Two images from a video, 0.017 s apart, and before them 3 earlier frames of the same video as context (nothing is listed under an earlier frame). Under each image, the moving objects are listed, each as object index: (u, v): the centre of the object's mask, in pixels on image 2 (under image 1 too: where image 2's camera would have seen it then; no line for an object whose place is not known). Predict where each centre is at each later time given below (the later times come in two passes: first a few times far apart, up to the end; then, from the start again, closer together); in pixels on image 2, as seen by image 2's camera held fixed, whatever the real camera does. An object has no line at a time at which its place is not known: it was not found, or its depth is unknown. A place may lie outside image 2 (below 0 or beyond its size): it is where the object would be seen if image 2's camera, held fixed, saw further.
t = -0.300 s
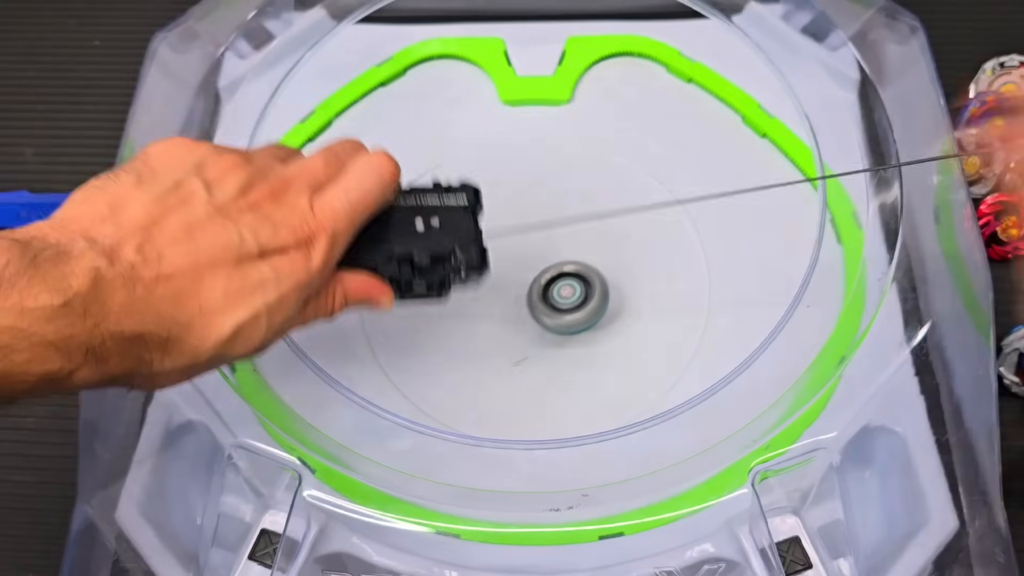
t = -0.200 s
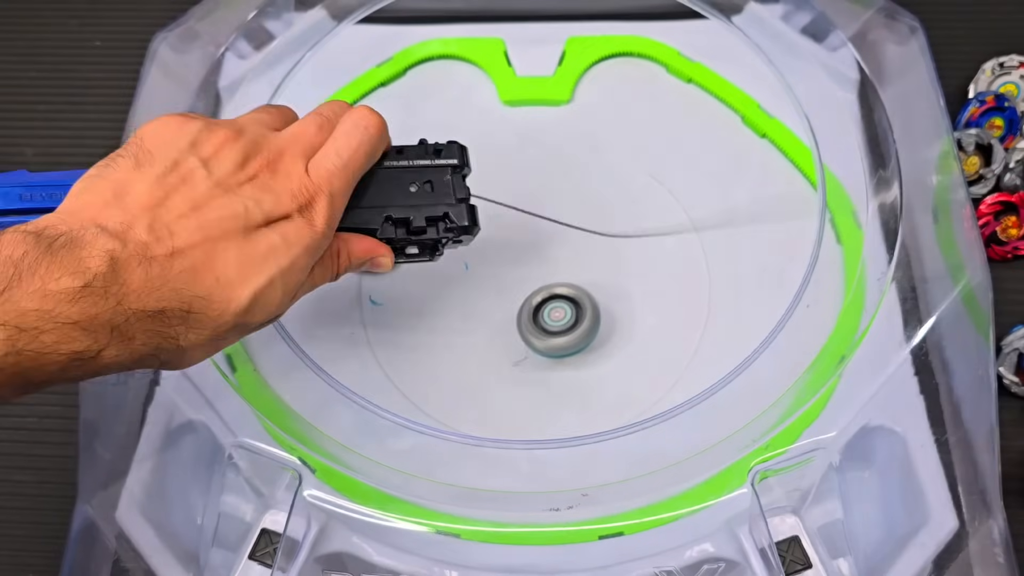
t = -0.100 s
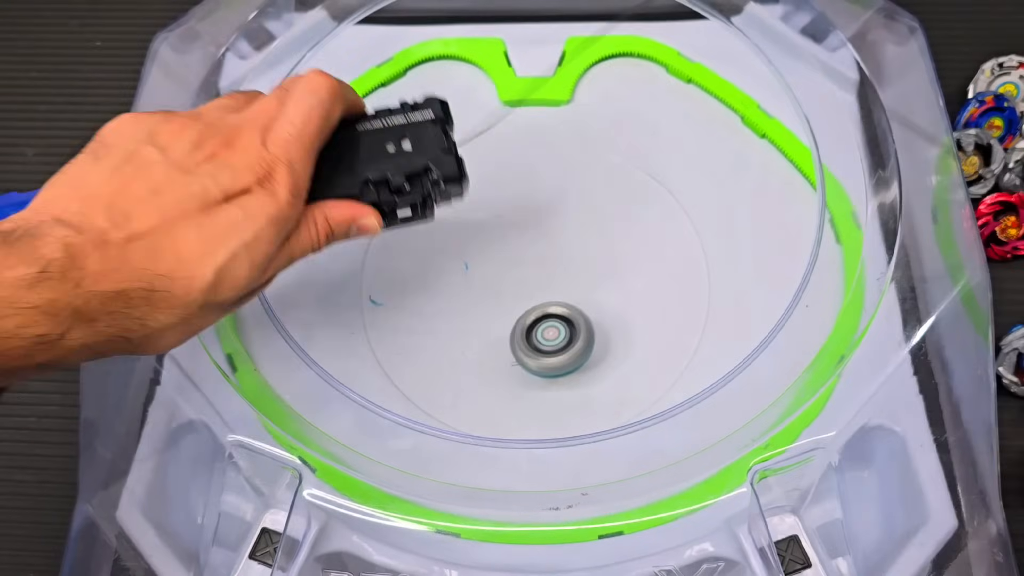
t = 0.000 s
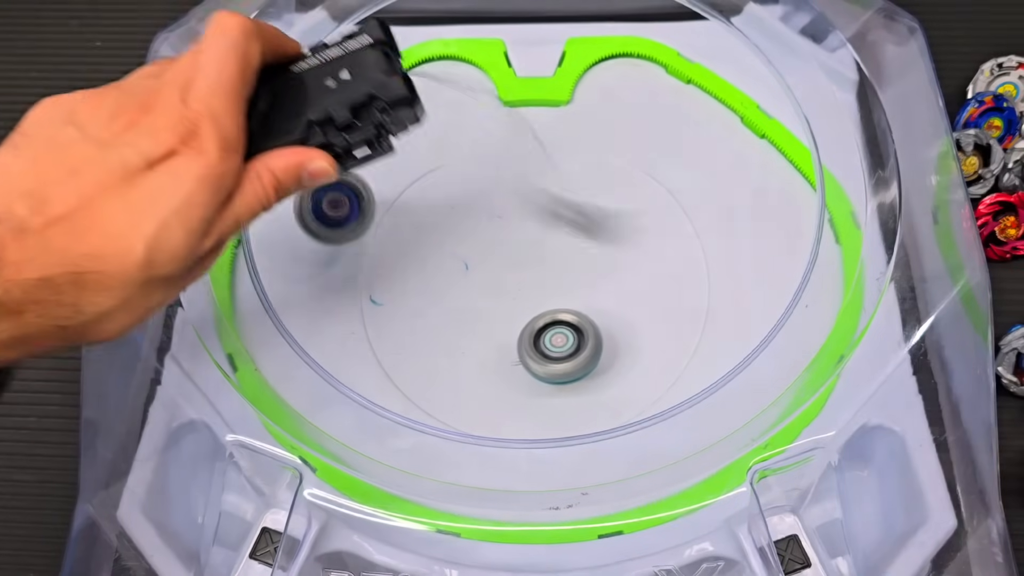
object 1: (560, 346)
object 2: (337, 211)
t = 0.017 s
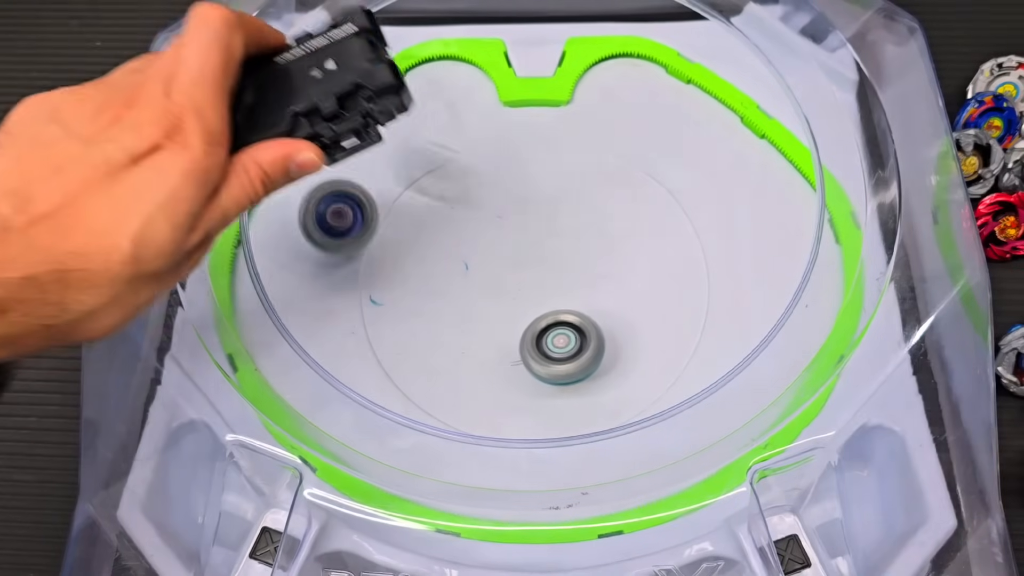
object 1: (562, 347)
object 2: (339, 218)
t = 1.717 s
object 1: (477, 233)
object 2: (603, 299)
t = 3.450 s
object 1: (607, 269)
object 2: (420, 247)
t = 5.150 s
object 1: (467, 348)
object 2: (482, 151)
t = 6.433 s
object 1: (531, 226)
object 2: (578, 377)
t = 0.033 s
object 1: (564, 348)
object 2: (337, 214)
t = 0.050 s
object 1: (566, 349)
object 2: (334, 205)
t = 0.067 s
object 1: (567, 351)
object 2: (332, 198)
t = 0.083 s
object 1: (568, 352)
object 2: (332, 194)
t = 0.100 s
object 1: (568, 353)
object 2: (332, 192)
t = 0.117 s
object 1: (569, 353)
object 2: (333, 193)
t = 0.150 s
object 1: (570, 353)
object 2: (339, 202)
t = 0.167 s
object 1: (570, 353)
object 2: (342, 205)
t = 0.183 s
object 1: (569, 353)
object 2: (344, 196)
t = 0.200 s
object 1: (568, 352)
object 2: (346, 190)
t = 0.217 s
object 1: (567, 351)
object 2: (350, 186)
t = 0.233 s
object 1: (565, 350)
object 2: (355, 185)
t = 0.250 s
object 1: (563, 349)
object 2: (360, 186)
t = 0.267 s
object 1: (561, 347)
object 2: (367, 191)
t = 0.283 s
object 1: (559, 346)
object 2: (371, 189)
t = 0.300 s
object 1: (556, 343)
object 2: (375, 183)
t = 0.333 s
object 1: (551, 339)
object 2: (385, 179)
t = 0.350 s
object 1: (549, 337)
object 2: (391, 181)
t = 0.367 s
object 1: (546, 336)
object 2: (400, 185)
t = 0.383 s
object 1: (543, 334)
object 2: (410, 186)
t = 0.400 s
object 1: (540, 332)
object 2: (421, 189)
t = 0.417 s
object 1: (538, 331)
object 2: (434, 192)
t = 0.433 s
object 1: (536, 329)
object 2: (448, 195)
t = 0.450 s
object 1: (534, 327)
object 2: (462, 199)
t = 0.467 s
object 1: (532, 326)
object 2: (479, 203)
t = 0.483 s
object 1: (529, 325)
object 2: (496, 207)
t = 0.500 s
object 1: (526, 325)
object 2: (514, 211)
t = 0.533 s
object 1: (521, 323)
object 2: (552, 218)
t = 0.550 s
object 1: (518, 323)
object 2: (572, 220)
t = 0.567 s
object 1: (515, 323)
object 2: (592, 222)
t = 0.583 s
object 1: (512, 322)
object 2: (611, 222)
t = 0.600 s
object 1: (509, 321)
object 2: (629, 223)
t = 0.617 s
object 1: (507, 320)
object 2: (648, 223)
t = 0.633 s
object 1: (504, 319)
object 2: (666, 222)
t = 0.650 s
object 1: (501, 319)
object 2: (682, 221)
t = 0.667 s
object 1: (498, 318)
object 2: (698, 220)
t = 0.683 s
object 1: (495, 317)
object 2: (708, 217)
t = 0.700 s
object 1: (493, 316)
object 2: (717, 216)
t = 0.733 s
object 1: (488, 315)
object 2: (732, 220)
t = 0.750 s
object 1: (485, 314)
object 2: (739, 219)
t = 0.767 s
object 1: (483, 313)
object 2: (745, 218)
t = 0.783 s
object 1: (480, 312)
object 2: (751, 220)
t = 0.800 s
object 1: (478, 312)
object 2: (756, 220)
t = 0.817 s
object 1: (475, 311)
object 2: (762, 219)
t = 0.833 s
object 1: (473, 310)
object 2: (766, 221)
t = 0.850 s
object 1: (471, 310)
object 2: (771, 221)
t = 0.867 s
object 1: (469, 309)
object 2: (775, 219)
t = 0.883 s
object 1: (467, 309)
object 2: (778, 220)
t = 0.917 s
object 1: (464, 308)
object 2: (783, 218)
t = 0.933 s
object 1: (462, 307)
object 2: (787, 218)
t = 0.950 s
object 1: (461, 307)
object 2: (791, 217)
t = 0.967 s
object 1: (460, 306)
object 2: (797, 215)
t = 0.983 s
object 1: (458, 305)
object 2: (801, 214)
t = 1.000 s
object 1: (458, 304)
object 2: (806, 212)
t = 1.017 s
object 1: (457, 303)
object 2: (811, 211)
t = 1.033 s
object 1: (456, 302)
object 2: (815, 209)
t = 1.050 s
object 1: (456, 301)
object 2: (822, 206)
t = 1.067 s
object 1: (455, 301)
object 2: (823, 204)
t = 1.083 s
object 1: (455, 299)
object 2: (812, 199)
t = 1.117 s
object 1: (455, 298)
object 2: (786, 192)
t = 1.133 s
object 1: (455, 297)
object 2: (779, 188)
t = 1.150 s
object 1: (455, 296)
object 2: (772, 186)
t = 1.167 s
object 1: (455, 294)
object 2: (764, 184)
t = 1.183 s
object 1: (455, 292)
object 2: (755, 181)
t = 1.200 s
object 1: (456, 291)
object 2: (748, 179)
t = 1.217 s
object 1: (456, 290)
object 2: (742, 177)
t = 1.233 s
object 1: (457, 288)
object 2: (734, 175)
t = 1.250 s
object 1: (457, 286)
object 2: (728, 174)
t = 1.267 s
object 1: (458, 284)
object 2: (722, 173)
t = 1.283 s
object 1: (458, 282)
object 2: (716, 173)
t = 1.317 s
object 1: (460, 278)
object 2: (707, 173)
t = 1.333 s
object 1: (461, 276)
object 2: (703, 173)
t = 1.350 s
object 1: (461, 274)
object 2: (699, 174)
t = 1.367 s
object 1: (462, 273)
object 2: (695, 175)
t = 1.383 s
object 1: (463, 271)
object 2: (692, 177)
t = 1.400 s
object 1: (463, 269)
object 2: (689, 179)
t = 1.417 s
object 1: (463, 267)
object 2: (687, 181)
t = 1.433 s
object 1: (463, 265)
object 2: (685, 184)
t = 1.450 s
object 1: (464, 263)
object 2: (683, 187)
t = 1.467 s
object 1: (465, 261)
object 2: (682, 191)
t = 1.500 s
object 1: (467, 257)
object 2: (676, 203)
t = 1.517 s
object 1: (468, 255)
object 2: (671, 210)
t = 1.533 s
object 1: (469, 254)
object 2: (667, 216)
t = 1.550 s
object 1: (470, 252)
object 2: (661, 223)
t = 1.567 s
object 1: (470, 251)
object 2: (655, 230)
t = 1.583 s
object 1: (471, 249)
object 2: (649, 237)
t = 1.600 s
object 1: (471, 247)
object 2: (643, 245)
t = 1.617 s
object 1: (471, 245)
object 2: (637, 252)
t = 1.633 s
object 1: (471, 243)
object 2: (631, 260)
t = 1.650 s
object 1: (472, 241)
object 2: (625, 267)
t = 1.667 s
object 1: (473, 239)
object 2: (619, 275)
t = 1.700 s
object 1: (476, 234)
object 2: (608, 291)
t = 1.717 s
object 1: (477, 233)
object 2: (603, 299)
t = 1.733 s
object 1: (478, 230)
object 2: (599, 307)
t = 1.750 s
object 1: (479, 229)
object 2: (595, 315)
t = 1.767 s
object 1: (481, 227)
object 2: (591, 323)
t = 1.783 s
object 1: (482, 225)
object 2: (588, 330)
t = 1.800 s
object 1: (483, 223)
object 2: (585, 337)
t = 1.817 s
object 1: (484, 222)
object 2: (582, 344)
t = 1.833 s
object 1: (485, 220)
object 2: (580, 351)
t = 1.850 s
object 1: (486, 219)
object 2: (579, 357)
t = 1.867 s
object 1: (487, 218)
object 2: (577, 362)
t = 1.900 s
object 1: (490, 215)
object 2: (577, 373)
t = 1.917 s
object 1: (491, 214)
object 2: (577, 377)
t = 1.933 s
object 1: (492, 213)
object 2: (578, 380)
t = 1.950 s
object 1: (493, 213)
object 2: (579, 384)
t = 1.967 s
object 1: (494, 212)
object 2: (581, 387)
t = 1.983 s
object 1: (495, 211)
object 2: (582, 390)
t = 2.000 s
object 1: (496, 210)
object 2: (584, 392)
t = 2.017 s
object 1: (497, 210)
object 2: (587, 394)
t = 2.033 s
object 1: (498, 210)
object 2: (589, 395)
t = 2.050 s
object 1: (499, 209)
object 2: (592, 396)
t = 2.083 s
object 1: (501, 209)
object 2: (597, 397)
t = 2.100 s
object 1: (502, 209)
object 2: (599, 395)
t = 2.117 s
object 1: (504, 209)
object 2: (601, 392)
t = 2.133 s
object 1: (505, 209)
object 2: (604, 389)
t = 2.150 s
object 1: (506, 210)
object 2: (606, 384)
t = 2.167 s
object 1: (508, 210)
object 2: (608, 380)
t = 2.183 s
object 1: (509, 210)
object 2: (609, 375)
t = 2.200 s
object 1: (511, 210)
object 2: (611, 371)
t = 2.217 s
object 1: (513, 210)
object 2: (612, 366)
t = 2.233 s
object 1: (516, 210)
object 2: (613, 362)
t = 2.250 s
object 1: (518, 210)
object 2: (614, 358)
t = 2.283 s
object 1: (522, 210)
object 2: (614, 349)
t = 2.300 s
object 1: (525, 210)
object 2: (613, 345)
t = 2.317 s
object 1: (527, 210)
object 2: (612, 340)
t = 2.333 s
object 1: (530, 210)
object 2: (610, 336)
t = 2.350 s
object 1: (532, 210)
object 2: (608, 333)
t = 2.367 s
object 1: (535, 211)
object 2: (605, 330)
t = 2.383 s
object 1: (537, 211)
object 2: (601, 326)
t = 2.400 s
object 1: (540, 211)
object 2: (597, 323)
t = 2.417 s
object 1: (542, 211)
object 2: (593, 321)
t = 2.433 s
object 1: (545, 212)
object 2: (587, 318)
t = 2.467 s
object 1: (552, 212)
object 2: (575, 315)
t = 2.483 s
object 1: (554, 213)
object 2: (568, 314)
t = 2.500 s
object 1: (556, 213)
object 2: (561, 313)
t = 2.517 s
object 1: (558, 213)
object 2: (554, 312)
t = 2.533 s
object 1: (560, 213)
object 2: (546, 312)
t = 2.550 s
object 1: (562, 213)
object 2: (538, 313)
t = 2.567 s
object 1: (564, 214)
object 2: (530, 314)
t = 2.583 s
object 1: (566, 214)
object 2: (522, 315)
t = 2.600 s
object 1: (568, 214)
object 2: (513, 317)
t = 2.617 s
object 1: (569, 214)
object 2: (504, 319)
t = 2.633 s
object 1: (571, 214)
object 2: (496, 321)
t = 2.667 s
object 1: (574, 215)
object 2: (480, 327)
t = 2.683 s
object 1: (575, 215)
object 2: (472, 331)
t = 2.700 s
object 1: (577, 216)
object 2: (464, 335)
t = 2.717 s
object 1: (578, 216)
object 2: (456, 339)
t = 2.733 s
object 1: (580, 217)
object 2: (450, 344)
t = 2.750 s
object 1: (581, 217)
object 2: (444, 349)
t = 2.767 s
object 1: (582, 218)
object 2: (438, 354)
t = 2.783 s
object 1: (584, 218)
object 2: (433, 359)
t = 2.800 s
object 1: (585, 219)
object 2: (429, 365)
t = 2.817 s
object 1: (586, 220)
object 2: (425, 371)
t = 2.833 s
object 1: (587, 220)
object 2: (422, 377)
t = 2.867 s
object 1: (589, 222)
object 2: (429, 379)
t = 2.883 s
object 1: (590, 223)
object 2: (434, 381)
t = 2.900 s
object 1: (591, 223)
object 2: (441, 381)
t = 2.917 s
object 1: (592, 224)
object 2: (447, 379)
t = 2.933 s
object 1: (594, 226)
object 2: (453, 379)
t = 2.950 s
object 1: (595, 227)
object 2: (460, 378)
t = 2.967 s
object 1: (595, 228)
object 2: (467, 377)
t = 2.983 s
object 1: (595, 229)
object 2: (474, 375)
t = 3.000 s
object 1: (596, 230)
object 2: (481, 373)
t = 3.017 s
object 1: (597, 231)
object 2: (488, 370)
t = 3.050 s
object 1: (598, 233)
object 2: (500, 365)
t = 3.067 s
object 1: (599, 234)
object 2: (505, 362)
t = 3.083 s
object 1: (599, 235)
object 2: (510, 358)
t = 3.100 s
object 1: (600, 237)
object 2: (513, 354)
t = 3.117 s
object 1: (601, 238)
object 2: (516, 349)
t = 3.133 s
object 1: (601, 239)
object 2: (518, 345)
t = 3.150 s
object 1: (602, 240)
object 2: (520, 340)
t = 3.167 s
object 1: (602, 241)
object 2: (520, 334)
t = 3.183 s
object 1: (602, 243)
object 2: (520, 329)
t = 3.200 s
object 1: (603, 244)
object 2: (518, 323)
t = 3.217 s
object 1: (603, 246)
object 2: (516, 317)
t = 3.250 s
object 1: (604, 248)
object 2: (511, 304)
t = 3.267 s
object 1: (604, 250)
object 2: (505, 298)
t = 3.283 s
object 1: (605, 252)
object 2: (500, 292)
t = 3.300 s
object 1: (605, 254)
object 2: (494, 286)
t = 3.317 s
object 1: (606, 255)
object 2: (487, 280)
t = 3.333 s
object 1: (606, 257)
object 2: (481, 275)
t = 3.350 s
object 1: (606, 259)
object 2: (472, 270)
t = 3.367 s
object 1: (606, 260)
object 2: (464, 264)
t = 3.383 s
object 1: (607, 262)
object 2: (456, 260)
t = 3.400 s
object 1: (607, 264)
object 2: (447, 256)
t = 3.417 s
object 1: (607, 266)
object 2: (438, 252)
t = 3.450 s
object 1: (607, 269)
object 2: (420, 247)
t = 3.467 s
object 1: (607, 272)
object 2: (411, 245)
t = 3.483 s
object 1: (607, 274)
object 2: (402, 244)
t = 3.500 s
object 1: (606, 275)
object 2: (393, 243)
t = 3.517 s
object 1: (606, 277)
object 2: (384, 243)
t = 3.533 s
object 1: (605, 279)
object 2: (376, 243)
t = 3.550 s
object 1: (605, 281)
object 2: (368, 244)
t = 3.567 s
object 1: (604, 284)
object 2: (363, 246)
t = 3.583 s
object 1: (603, 285)
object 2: (362, 248)
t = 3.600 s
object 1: (602, 287)
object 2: (362, 253)
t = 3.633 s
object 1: (601, 291)
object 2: (366, 262)
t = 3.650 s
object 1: (600, 293)
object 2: (369, 268)
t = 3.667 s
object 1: (599, 295)
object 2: (373, 271)
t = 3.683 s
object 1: (598, 297)
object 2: (378, 275)
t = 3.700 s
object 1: (597, 299)
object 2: (383, 278)
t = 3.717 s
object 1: (596, 300)
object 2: (388, 282)
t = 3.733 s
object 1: (595, 302)
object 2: (393, 285)
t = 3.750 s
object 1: (594, 304)
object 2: (398, 287)
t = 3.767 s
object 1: (593, 306)
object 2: (405, 290)
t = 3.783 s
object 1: (592, 308)
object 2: (410, 292)
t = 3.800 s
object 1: (591, 309)
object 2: (416, 294)
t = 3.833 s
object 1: (589, 312)
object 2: (428, 294)
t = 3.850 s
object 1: (589, 314)
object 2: (434, 294)
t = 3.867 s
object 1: (587, 315)
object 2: (440, 292)
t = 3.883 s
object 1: (586, 316)
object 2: (446, 290)
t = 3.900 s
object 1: (586, 318)
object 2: (451, 287)
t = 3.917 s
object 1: (585, 319)
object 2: (457, 283)
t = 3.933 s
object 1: (584, 320)
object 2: (462, 278)
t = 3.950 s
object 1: (583, 321)
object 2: (467, 273)
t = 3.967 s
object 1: (582, 322)
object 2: (471, 267)
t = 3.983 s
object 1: (581, 322)
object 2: (476, 260)
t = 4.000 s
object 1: (580, 323)
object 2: (480, 253)
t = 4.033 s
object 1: (578, 324)
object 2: (486, 238)
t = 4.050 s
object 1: (577, 325)
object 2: (489, 230)
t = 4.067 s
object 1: (576, 325)
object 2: (490, 222)
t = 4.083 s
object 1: (574, 325)
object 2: (491, 214)
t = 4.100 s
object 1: (573, 325)
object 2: (492, 206)
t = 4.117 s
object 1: (571, 325)
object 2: (492, 197)
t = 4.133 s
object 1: (570, 325)
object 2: (492, 190)
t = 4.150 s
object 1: (569, 325)
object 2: (491, 183)
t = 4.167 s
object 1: (567, 325)
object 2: (489, 176)
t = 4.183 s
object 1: (566, 324)
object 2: (487, 169)
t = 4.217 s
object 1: (562, 323)
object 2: (482, 156)
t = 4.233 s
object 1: (561, 323)
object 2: (479, 151)
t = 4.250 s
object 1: (559, 323)
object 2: (476, 146)
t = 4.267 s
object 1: (558, 323)
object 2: (472, 141)
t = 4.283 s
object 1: (556, 322)
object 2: (469, 138)
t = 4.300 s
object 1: (554, 322)
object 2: (464, 133)
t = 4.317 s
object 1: (552, 321)
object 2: (461, 131)
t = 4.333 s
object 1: (549, 321)
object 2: (457, 128)
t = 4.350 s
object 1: (547, 320)
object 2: (453, 125)
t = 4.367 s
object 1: (545, 320)
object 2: (450, 123)
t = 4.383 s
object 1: (543, 320)
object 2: (447, 119)
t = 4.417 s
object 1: (539, 318)
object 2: (443, 112)
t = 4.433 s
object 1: (536, 318)
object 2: (441, 109)
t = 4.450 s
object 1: (534, 317)
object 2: (439, 106)
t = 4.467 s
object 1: (531, 317)
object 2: (438, 102)
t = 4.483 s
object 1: (529, 316)
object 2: (438, 99)
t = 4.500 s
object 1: (527, 316)
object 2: (437, 95)
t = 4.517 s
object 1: (524, 315)
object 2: (437, 92)
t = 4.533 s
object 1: (522, 314)
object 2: (437, 88)
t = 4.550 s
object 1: (520, 314)
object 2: (437, 83)
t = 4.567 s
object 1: (518, 314)
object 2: (437, 79)
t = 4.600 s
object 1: (514, 312)
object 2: (438, 69)
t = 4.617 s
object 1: (512, 311)
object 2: (439, 65)
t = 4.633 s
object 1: (510, 310)
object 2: (440, 60)
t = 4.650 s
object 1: (507, 309)
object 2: (441, 54)
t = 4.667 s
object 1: (505, 308)
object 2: (441, 49)
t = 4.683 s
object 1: (503, 308)
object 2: (442, 44)
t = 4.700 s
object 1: (501, 307)
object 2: (440, 46)
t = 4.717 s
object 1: (499, 306)
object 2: (433, 55)
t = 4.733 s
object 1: (497, 305)
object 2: (426, 65)
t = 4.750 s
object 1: (494, 304)
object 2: (419, 73)
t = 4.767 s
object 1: (492, 303)
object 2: (413, 82)
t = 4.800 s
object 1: (487, 302)
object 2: (405, 100)
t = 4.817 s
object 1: (485, 301)
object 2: (402, 108)
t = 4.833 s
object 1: (483, 301)
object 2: (399, 115)
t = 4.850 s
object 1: (482, 300)
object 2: (397, 121)
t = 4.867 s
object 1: (480, 299)
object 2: (395, 128)
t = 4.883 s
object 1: (478, 298)
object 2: (395, 135)
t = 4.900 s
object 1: (476, 296)
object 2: (395, 140)
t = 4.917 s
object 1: (474, 295)
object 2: (395, 146)
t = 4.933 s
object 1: (472, 294)
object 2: (396, 151)
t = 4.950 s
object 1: (470, 293)
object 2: (398, 155)
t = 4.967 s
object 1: (469, 293)
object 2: (400, 160)
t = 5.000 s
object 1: (467, 291)
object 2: (407, 170)
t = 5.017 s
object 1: (466, 291)
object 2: (411, 176)
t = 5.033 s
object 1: (465, 289)
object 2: (417, 183)
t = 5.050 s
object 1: (464, 288)
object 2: (424, 191)
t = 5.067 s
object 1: (464, 287)
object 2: (432, 199)
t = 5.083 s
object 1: (462, 285)
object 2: (442, 207)
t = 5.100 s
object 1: (462, 294)
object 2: (451, 204)
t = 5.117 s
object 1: (462, 312)
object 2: (461, 184)
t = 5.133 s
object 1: (464, 332)
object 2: (472, 166)
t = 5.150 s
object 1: (467, 348)
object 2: (482, 151)
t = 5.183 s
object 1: (473, 373)
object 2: (503, 119)
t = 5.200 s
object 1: (478, 382)
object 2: (513, 106)
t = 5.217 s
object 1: (483, 389)
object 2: (523, 94)
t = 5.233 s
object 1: (490, 393)
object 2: (532, 87)
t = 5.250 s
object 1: (497, 395)
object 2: (540, 89)
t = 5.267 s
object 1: (504, 396)
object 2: (548, 96)
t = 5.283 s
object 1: (513, 396)
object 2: (554, 101)
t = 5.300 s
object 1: (522, 395)
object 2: (560, 109)
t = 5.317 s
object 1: (531, 393)
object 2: (565, 115)
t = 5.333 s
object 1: (540, 390)
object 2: (570, 122)
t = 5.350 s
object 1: (550, 386)
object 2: (574, 131)
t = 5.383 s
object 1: (567, 377)
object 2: (580, 147)
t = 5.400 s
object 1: (576, 372)
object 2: (582, 155)
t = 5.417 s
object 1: (583, 367)
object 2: (583, 164)
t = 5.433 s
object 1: (591, 361)
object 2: (583, 173)
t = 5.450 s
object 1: (597, 354)
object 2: (584, 182)
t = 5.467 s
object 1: (603, 348)
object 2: (583, 191)
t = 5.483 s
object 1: (609, 341)
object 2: (583, 200)
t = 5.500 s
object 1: (614, 333)
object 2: (582, 209)
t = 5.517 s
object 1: (618, 326)
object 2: (581, 217)
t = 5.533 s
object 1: (622, 318)
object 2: (580, 226)
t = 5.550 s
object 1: (625, 310)
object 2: (579, 234)
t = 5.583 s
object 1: (630, 296)
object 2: (576, 245)
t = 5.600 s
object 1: (636, 294)
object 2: (570, 242)
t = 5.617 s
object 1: (641, 293)
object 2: (564, 240)
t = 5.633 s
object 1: (644, 289)
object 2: (558, 238)
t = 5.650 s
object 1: (647, 286)
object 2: (551, 233)
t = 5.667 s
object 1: (648, 281)
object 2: (544, 231)
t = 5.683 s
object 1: (649, 275)
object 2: (538, 229)
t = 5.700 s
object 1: (649, 269)
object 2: (533, 225)
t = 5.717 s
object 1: (650, 263)
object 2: (528, 224)
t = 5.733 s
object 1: (651, 257)
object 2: (525, 220)
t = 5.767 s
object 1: (650, 245)
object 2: (523, 214)
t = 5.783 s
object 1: (649, 239)
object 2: (525, 211)
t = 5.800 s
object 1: (648, 234)
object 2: (526, 209)
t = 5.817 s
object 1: (646, 228)
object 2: (528, 206)
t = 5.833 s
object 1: (643, 223)
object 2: (532, 204)
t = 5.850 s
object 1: (640, 218)
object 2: (536, 205)
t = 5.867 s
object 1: (637, 213)
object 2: (540, 205)
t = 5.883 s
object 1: (633, 208)
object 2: (546, 207)
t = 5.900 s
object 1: (633, 205)
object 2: (546, 207)
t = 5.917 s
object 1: (640, 202)
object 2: (533, 203)
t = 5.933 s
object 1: (647, 201)
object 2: (519, 203)
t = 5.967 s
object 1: (655, 200)
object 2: (492, 209)
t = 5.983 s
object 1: (656, 200)
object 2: (482, 211)
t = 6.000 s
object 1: (654, 198)
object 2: (473, 213)
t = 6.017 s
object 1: (652, 197)
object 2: (466, 217)
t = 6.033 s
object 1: (649, 196)
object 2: (460, 220)
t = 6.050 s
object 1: (645, 195)
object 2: (455, 225)
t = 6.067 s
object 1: (641, 193)
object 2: (452, 230)
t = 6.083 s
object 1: (636, 192)
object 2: (451, 237)
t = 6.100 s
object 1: (631, 192)
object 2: (452, 243)
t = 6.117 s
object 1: (626, 191)
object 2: (454, 250)
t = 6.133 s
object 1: (620, 191)
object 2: (457, 258)
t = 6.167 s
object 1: (609, 190)
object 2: (464, 278)
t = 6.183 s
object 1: (603, 190)
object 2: (468, 289)
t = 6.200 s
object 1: (597, 190)
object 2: (472, 302)
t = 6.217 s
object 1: (591, 190)
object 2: (477, 313)
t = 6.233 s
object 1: (585, 191)
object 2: (482, 324)
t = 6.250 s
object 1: (580, 191)
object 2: (489, 336)
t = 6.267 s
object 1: (574, 192)
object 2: (495, 345)
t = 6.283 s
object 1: (569, 194)
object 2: (502, 353)
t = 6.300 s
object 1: (563, 195)
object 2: (510, 361)
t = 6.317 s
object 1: (559, 198)
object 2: (518, 368)
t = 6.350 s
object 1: (549, 204)
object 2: (535, 377)
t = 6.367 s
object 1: (545, 208)
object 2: (544, 379)
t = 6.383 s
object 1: (541, 213)
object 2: (552, 380)
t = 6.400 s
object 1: (537, 217)
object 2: (561, 380)
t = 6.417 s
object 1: (534, 222)
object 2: (570, 379)
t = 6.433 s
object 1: (531, 226)
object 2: (578, 377)
